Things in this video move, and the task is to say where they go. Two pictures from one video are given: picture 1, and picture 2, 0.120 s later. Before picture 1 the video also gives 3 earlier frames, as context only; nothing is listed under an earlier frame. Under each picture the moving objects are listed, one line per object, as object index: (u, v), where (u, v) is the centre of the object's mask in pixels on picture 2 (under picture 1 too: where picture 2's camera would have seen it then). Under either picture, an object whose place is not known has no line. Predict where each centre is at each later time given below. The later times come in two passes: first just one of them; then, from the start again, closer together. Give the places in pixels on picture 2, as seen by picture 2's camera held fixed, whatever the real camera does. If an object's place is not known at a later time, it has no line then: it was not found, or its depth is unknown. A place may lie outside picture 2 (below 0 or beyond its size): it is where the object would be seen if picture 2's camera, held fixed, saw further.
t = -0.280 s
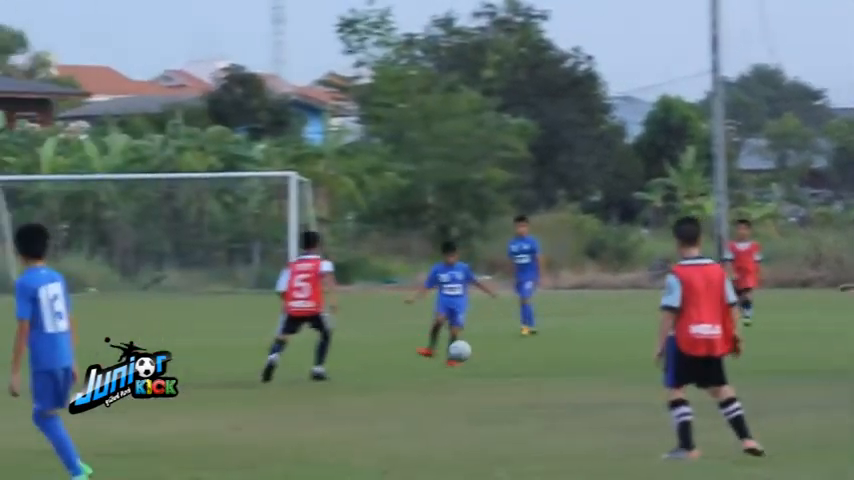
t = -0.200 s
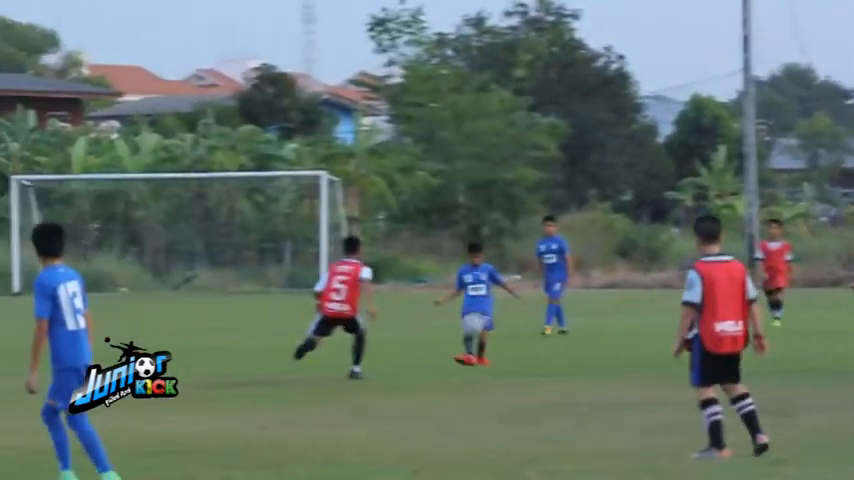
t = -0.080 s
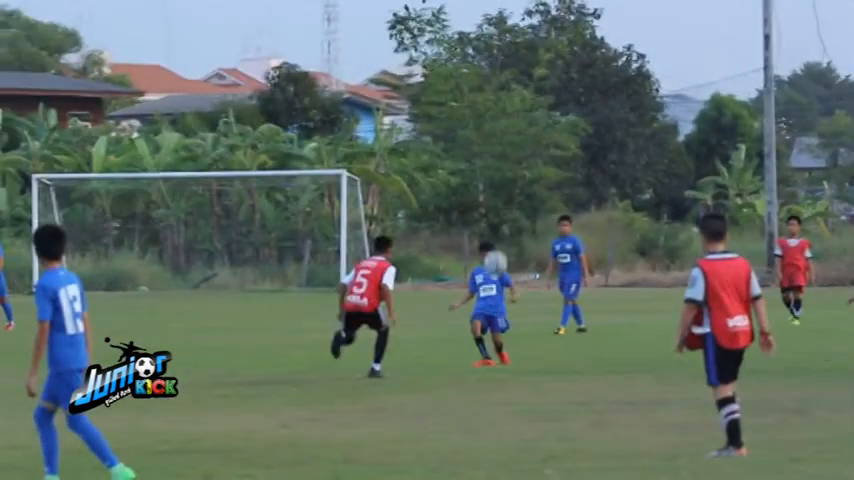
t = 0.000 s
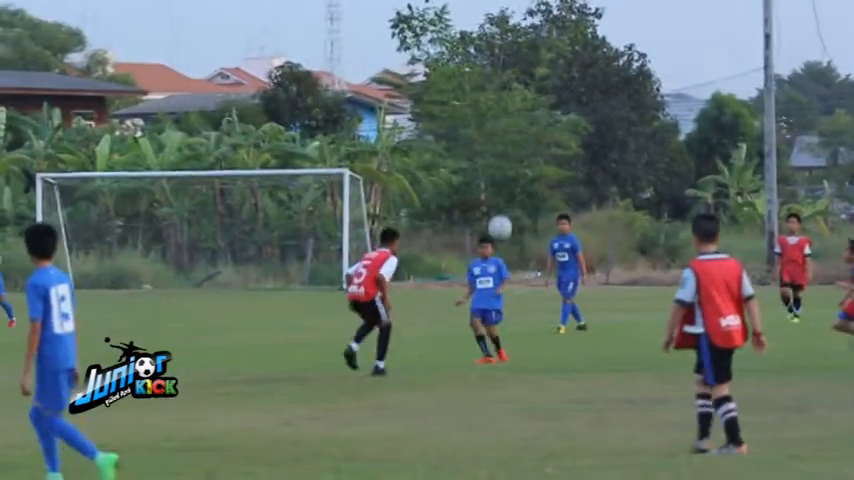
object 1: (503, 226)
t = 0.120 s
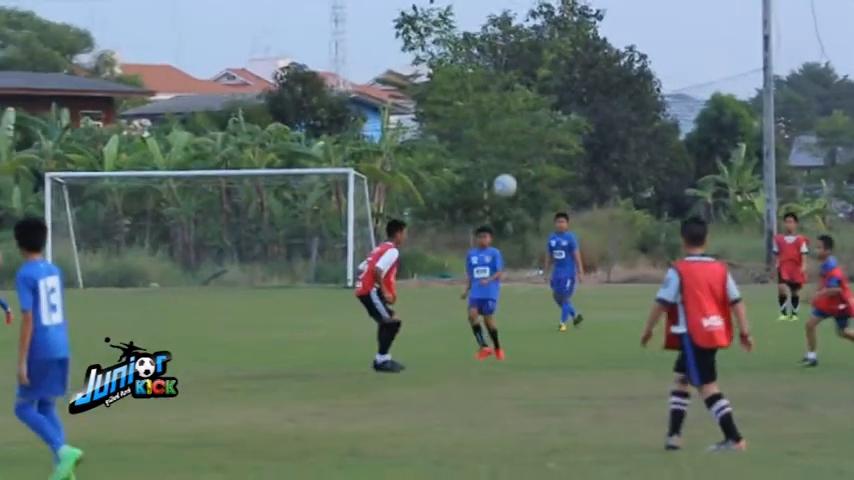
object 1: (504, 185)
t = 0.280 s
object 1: (505, 151)
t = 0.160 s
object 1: (504, 175)
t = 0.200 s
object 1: (504, 165)
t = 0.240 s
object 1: (504, 157)
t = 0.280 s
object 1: (505, 151)
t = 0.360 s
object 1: (505, 143)
